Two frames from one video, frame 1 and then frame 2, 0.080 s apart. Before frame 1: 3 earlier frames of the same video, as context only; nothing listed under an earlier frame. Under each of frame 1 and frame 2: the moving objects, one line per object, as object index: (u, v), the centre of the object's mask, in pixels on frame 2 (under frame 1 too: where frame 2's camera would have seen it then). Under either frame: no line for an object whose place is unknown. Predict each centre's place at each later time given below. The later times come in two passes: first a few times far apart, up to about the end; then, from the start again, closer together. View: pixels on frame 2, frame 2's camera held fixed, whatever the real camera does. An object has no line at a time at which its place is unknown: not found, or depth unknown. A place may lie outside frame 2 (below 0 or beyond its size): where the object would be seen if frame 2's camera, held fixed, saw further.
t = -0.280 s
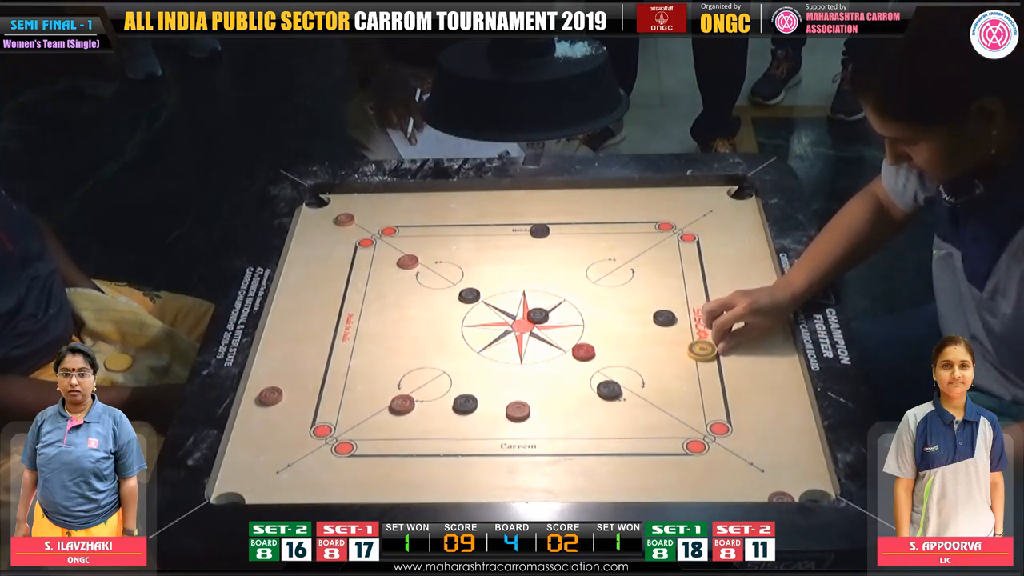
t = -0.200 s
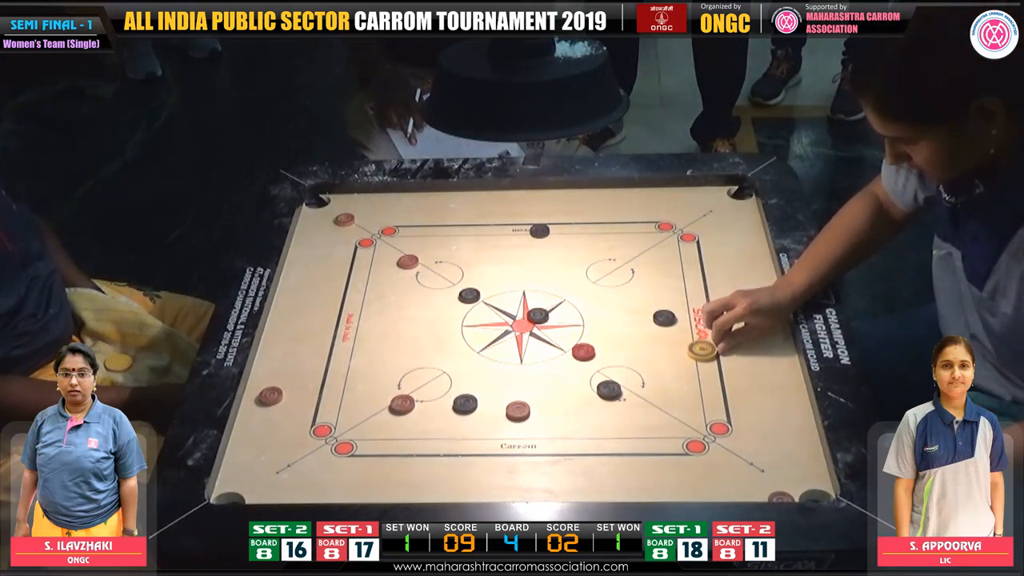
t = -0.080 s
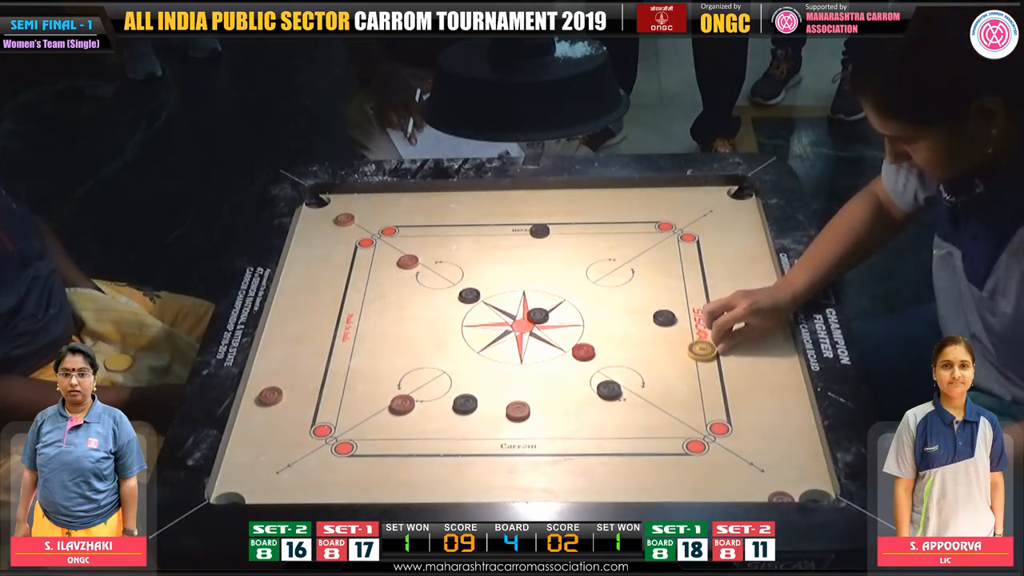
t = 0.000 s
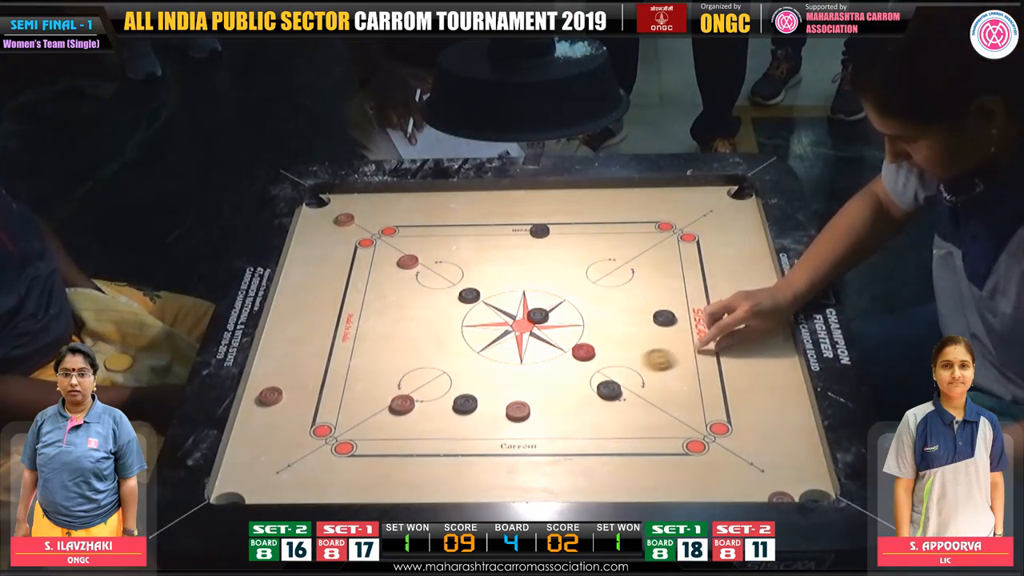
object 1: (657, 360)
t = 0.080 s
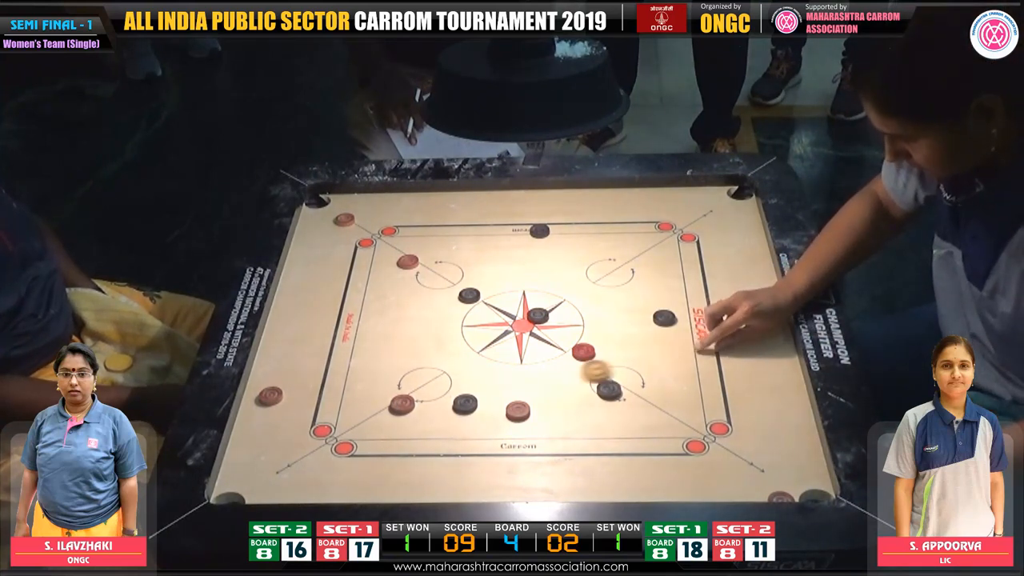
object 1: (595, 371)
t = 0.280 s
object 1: (467, 390)
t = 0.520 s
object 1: (398, 385)
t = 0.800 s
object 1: (378, 381)
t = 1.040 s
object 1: (378, 381)
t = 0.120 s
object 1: (565, 376)
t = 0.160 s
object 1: (537, 382)
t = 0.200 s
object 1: (509, 386)
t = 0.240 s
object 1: (483, 390)
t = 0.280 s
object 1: (467, 390)
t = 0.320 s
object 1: (451, 390)
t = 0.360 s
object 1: (438, 389)
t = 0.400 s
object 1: (426, 388)
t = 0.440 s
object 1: (414, 387)
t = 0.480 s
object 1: (406, 386)
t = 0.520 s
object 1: (398, 385)
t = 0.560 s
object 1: (392, 384)
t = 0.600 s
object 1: (387, 383)
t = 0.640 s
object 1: (383, 382)
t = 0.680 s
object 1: (380, 382)
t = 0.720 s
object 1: (379, 381)
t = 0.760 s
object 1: (378, 381)
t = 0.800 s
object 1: (378, 381)
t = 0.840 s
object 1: (378, 381)
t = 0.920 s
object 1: (378, 381)
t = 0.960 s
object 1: (379, 381)
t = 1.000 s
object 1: (378, 381)
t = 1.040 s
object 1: (378, 381)
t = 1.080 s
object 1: (378, 381)
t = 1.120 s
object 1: (379, 381)
